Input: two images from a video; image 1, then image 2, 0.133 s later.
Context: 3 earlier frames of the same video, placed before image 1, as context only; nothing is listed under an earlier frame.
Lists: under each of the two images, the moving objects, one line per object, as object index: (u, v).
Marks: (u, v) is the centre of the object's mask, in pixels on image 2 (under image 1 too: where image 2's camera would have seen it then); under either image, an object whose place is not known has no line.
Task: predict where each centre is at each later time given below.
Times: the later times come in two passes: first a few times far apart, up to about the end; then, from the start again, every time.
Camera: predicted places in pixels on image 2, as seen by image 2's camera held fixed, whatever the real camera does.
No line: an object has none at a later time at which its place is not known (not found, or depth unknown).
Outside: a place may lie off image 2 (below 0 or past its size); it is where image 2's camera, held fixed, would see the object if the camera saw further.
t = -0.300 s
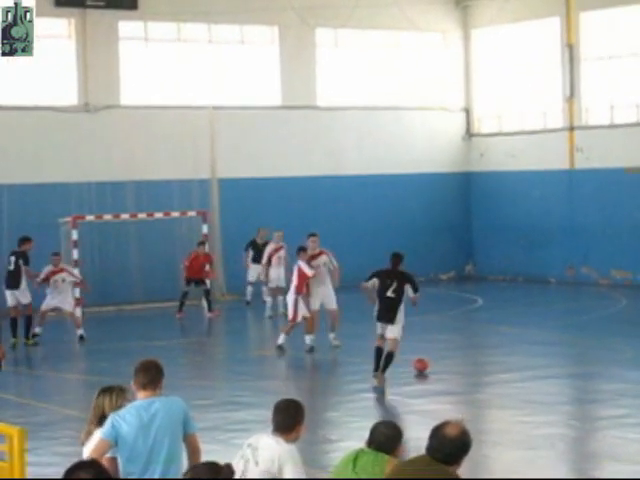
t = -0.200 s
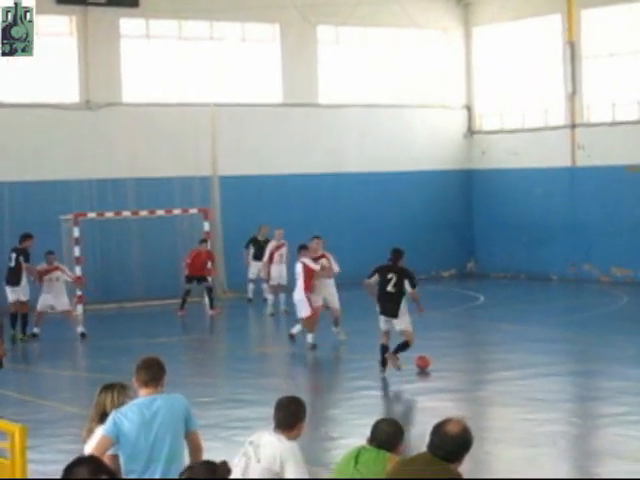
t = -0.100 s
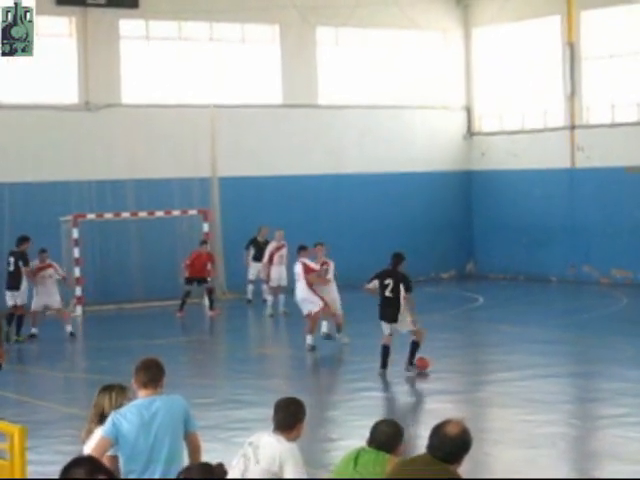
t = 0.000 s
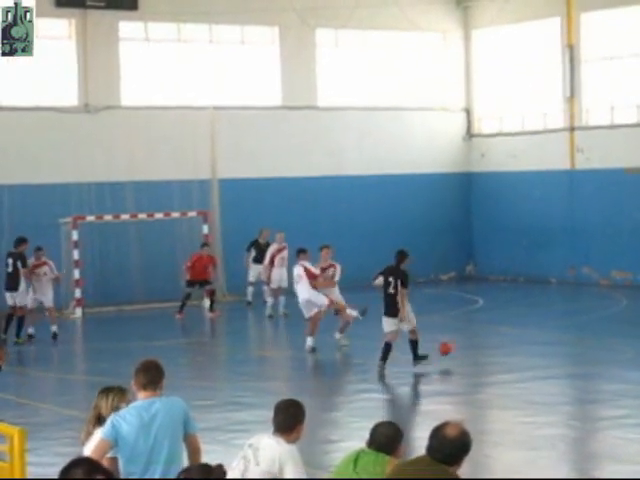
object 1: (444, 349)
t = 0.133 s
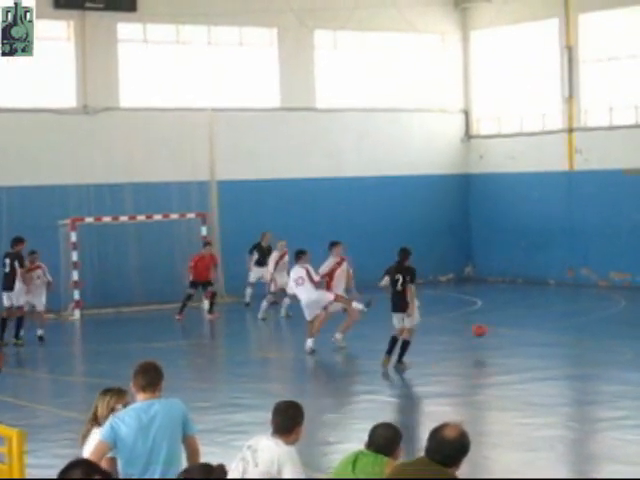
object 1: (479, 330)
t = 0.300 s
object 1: (518, 324)
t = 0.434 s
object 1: (544, 321)
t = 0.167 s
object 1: (488, 327)
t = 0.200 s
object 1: (496, 325)
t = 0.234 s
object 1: (504, 325)
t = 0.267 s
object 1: (512, 324)
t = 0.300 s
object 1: (518, 324)
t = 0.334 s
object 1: (525, 325)
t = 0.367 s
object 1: (533, 328)
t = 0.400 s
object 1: (538, 325)
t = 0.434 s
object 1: (544, 321)
